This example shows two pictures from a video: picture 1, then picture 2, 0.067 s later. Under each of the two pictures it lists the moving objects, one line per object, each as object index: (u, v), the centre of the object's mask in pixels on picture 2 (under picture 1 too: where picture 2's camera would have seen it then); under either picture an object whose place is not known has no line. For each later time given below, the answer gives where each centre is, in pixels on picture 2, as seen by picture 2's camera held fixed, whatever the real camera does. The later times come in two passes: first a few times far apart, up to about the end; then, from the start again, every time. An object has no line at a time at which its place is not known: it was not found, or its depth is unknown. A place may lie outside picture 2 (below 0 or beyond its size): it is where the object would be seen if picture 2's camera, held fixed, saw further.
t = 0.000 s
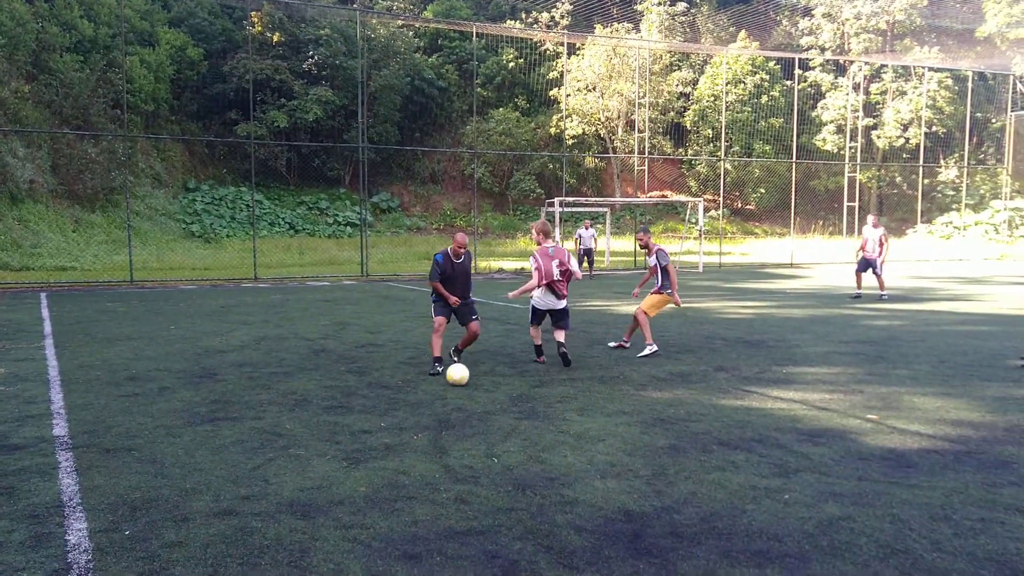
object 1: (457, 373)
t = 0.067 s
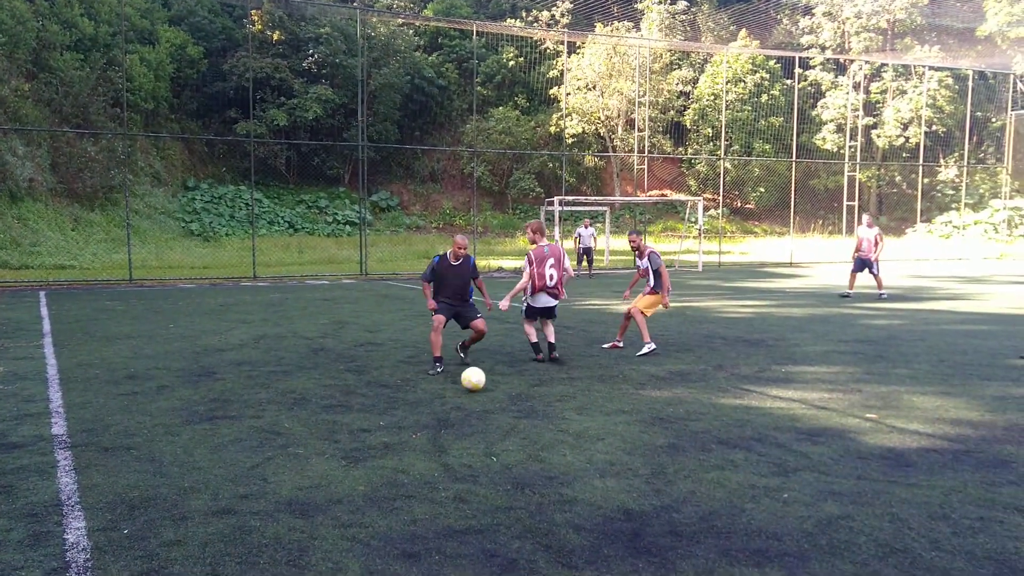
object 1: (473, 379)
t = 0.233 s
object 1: (519, 403)
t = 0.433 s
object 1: (578, 433)
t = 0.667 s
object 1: (650, 468)
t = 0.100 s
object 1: (482, 383)
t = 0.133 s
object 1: (492, 389)
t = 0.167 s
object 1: (500, 393)
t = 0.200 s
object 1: (509, 398)
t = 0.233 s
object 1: (519, 403)
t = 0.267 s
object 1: (528, 407)
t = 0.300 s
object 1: (538, 412)
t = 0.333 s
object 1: (548, 418)
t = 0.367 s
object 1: (558, 422)
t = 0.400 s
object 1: (568, 427)
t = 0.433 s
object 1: (578, 433)
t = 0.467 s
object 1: (588, 437)
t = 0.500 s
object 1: (598, 443)
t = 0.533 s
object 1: (609, 450)
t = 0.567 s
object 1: (619, 453)
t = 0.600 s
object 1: (629, 456)
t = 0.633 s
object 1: (639, 460)
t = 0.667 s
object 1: (650, 468)
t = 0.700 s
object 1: (662, 478)
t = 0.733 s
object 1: (674, 481)
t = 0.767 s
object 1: (686, 485)
